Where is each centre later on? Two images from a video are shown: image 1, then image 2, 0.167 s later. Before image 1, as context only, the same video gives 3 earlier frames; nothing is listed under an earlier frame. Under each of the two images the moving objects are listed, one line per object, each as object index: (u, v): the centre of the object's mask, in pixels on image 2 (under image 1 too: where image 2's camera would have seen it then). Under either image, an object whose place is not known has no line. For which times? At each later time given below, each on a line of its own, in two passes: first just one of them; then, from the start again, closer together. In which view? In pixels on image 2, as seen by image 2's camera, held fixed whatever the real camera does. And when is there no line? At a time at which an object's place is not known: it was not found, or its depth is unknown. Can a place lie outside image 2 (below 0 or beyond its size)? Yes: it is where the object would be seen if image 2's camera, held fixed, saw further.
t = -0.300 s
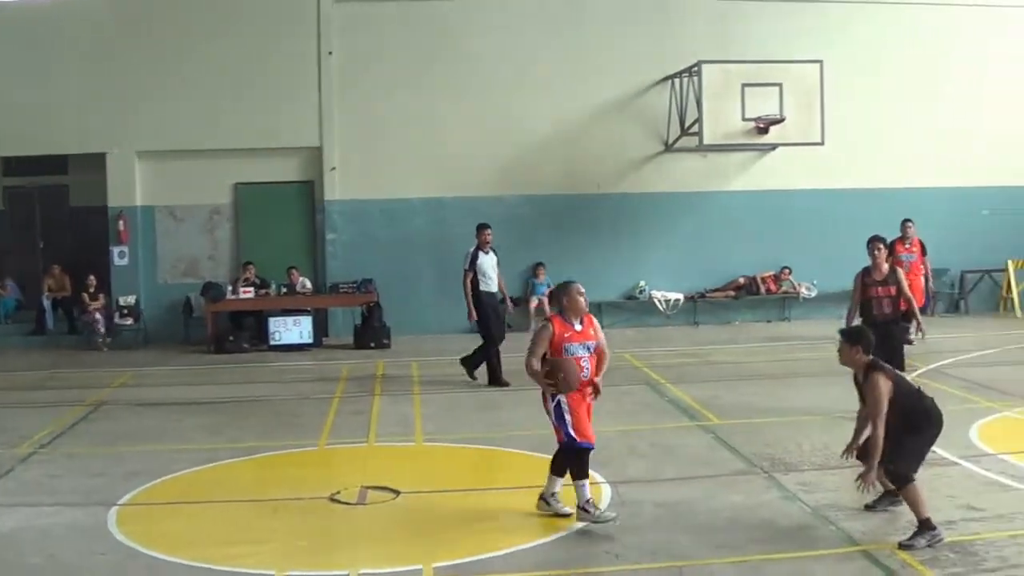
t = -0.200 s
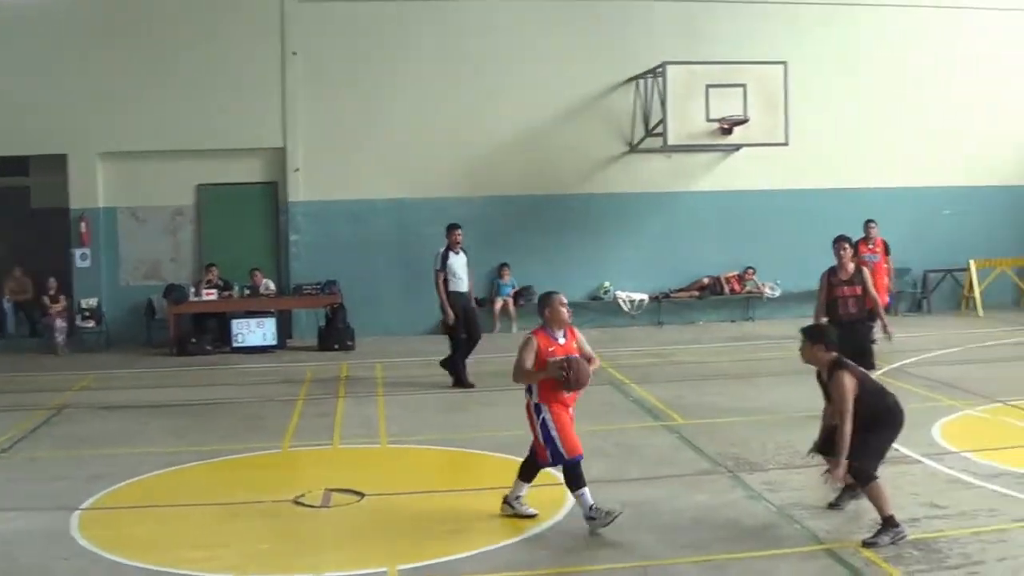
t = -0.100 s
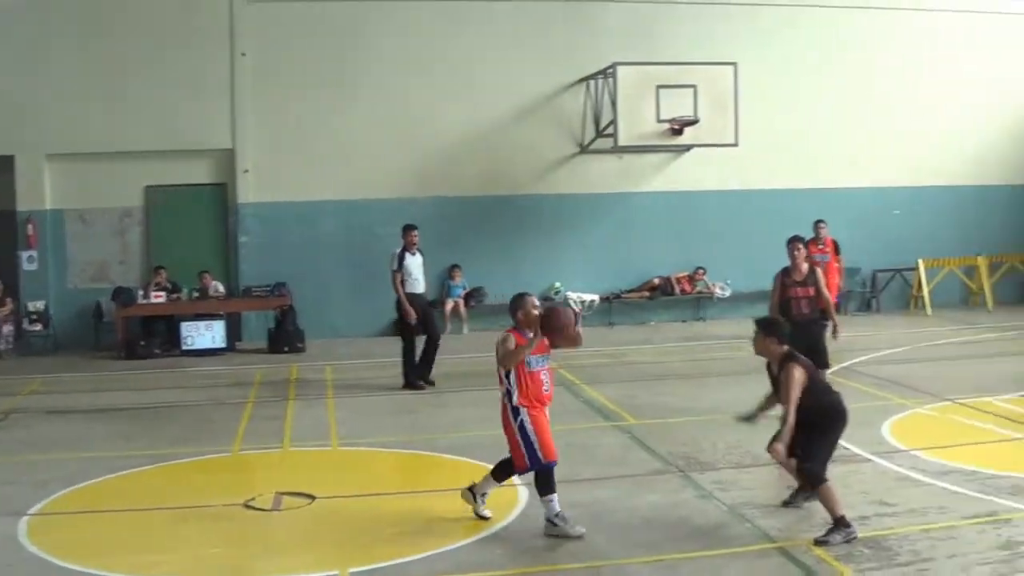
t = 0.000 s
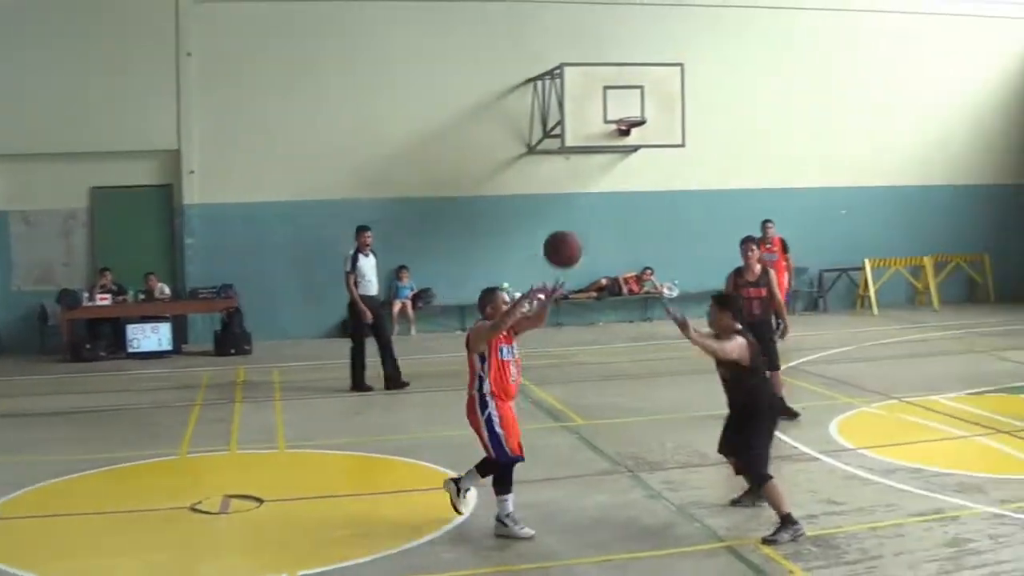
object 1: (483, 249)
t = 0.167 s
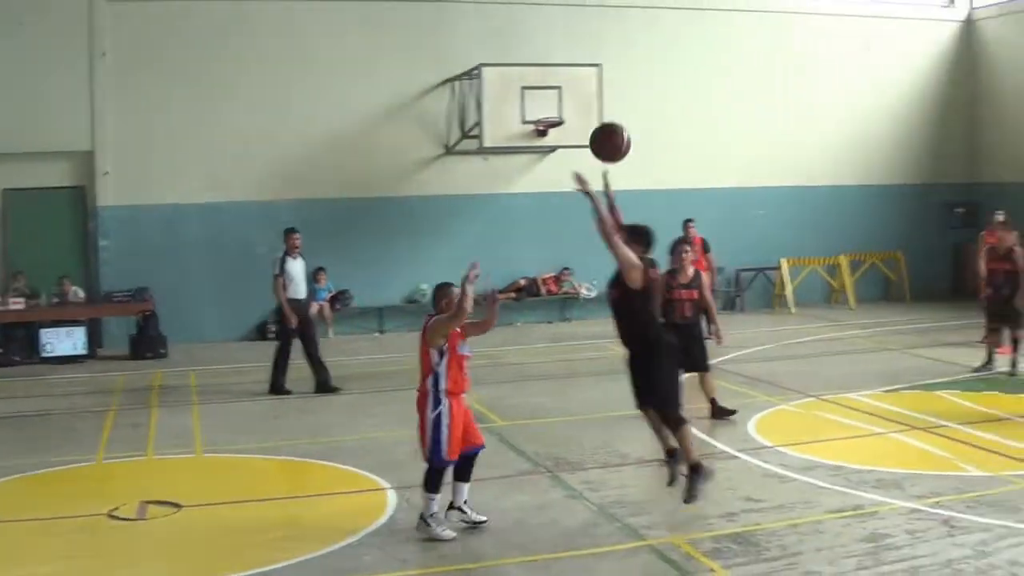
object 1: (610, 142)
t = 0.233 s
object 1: (664, 110)
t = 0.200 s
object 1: (637, 125)
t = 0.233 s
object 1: (664, 110)
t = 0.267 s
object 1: (692, 95)
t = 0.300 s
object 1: (721, 82)
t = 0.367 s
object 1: (783, 60)
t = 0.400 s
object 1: (814, 52)
